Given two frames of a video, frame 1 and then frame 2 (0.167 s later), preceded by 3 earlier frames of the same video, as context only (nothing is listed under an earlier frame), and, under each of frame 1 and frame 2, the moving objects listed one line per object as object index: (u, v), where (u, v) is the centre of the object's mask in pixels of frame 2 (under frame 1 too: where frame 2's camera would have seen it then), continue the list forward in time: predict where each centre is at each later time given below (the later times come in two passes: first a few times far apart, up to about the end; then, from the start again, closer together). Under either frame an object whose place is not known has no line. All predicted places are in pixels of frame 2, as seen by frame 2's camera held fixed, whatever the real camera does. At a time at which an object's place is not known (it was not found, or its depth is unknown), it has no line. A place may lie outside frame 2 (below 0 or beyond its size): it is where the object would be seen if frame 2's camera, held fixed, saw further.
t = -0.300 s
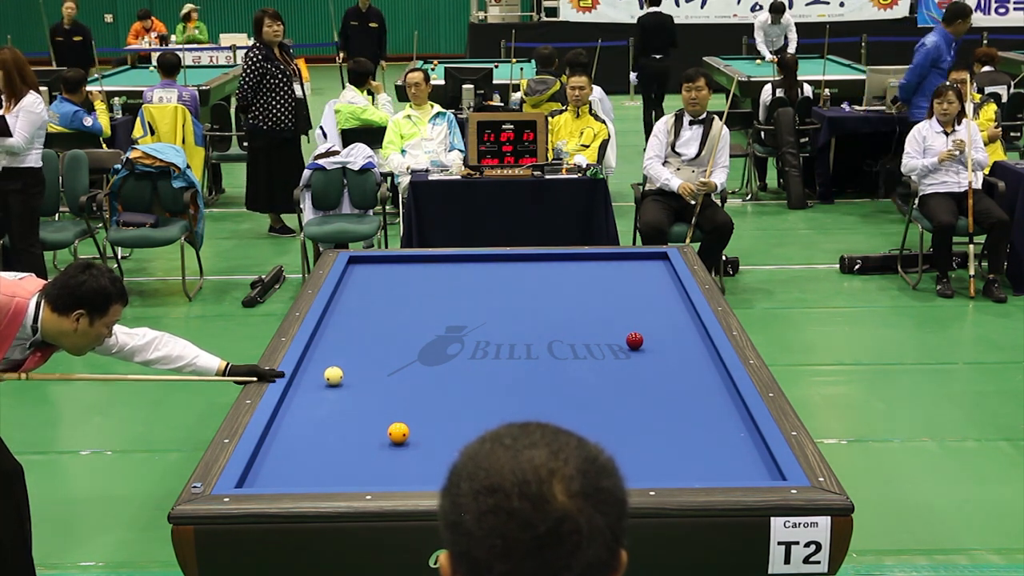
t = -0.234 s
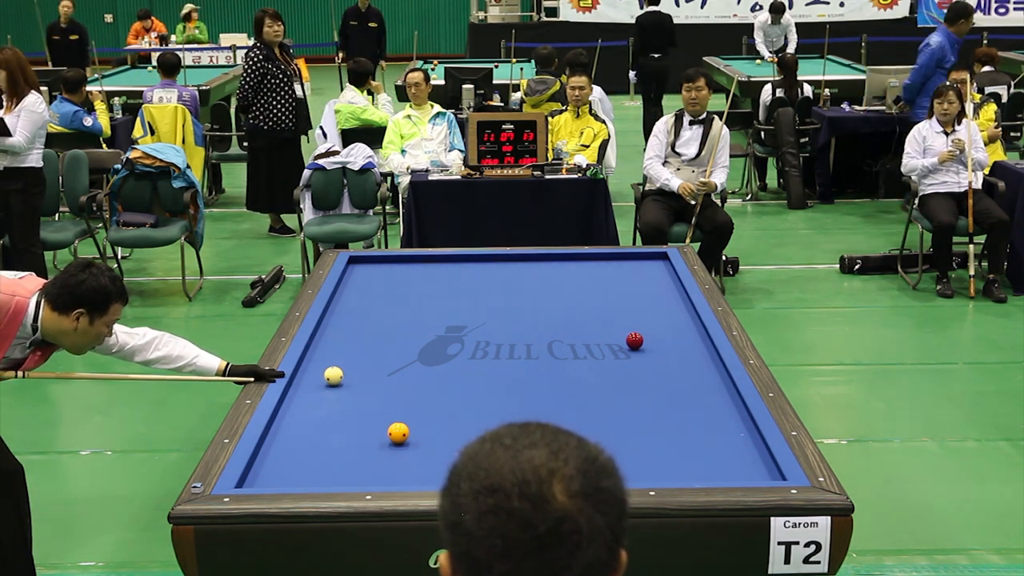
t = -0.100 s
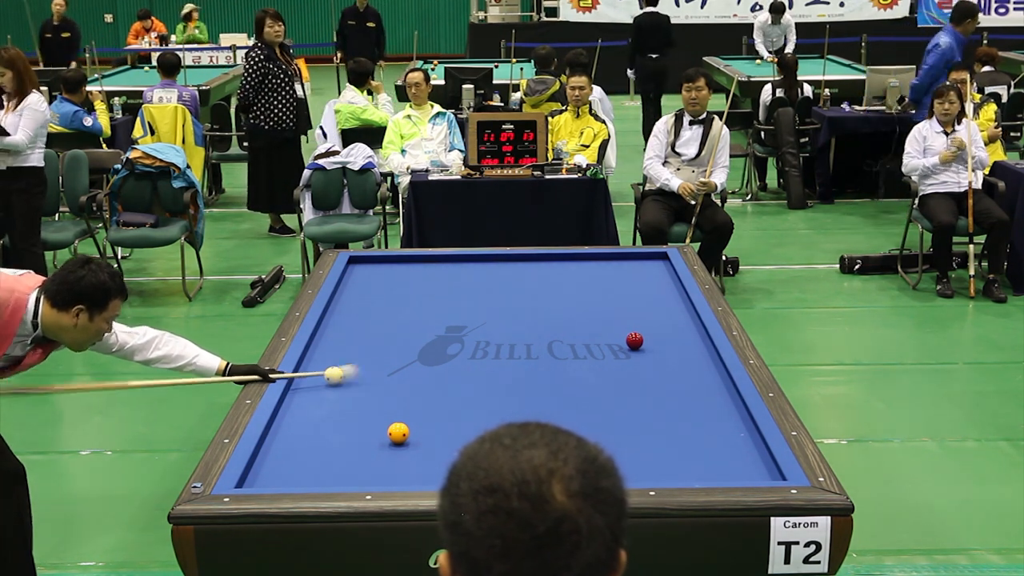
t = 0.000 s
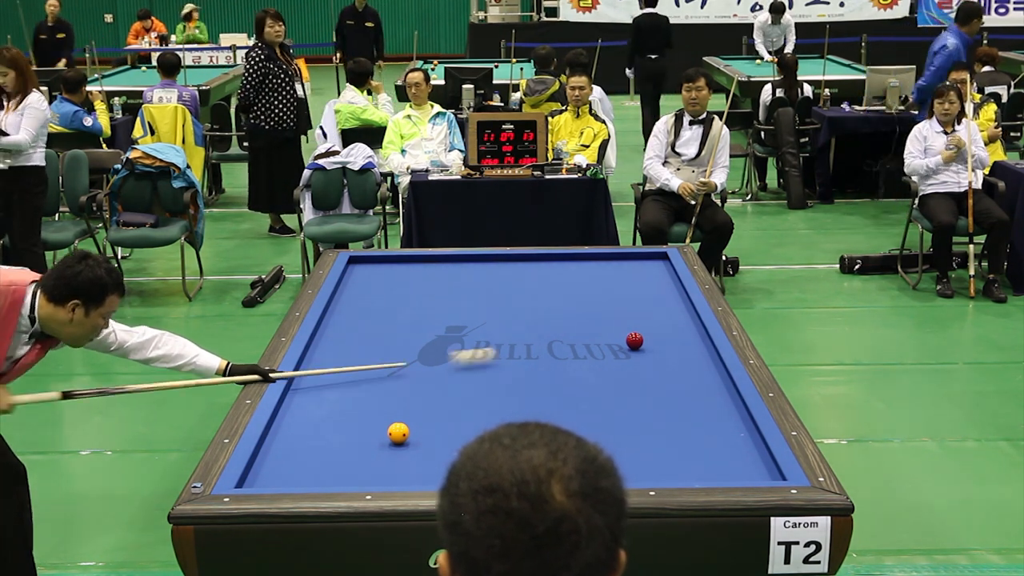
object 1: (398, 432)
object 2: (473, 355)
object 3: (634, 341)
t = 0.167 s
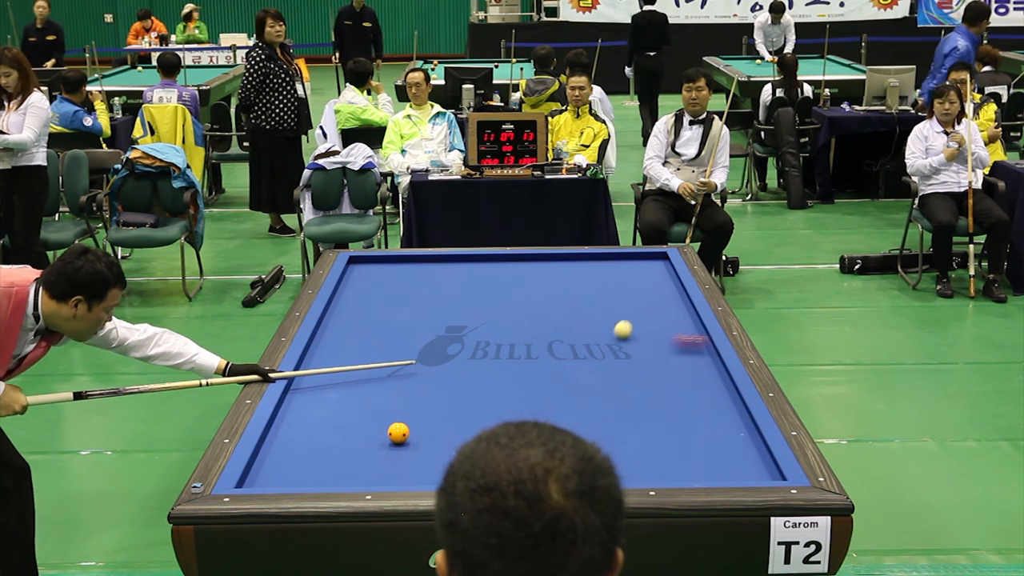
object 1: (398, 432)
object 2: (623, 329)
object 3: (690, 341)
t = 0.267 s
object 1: (398, 432)
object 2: (635, 312)
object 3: (644, 346)
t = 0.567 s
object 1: (398, 432)
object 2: (660, 271)
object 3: (425, 363)
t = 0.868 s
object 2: (597, 269)
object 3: (356, 372)
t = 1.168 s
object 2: (524, 297)
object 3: (483, 371)
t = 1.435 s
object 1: (398, 432)
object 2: (454, 319)
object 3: (576, 372)
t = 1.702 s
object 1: (398, 433)
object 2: (376, 344)
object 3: (667, 372)
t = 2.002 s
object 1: (398, 433)
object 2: (322, 376)
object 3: (683, 373)
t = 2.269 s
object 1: (398, 433)
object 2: (356, 405)
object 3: (630, 374)
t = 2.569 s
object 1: (426, 443)
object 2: (376, 433)
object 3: (573, 375)
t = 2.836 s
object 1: (477, 465)
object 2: (368, 448)
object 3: (524, 376)
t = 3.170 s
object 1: (533, 474)
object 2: (359, 469)
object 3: (463, 377)
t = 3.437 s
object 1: (565, 464)
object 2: (352, 480)
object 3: (416, 378)
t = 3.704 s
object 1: (594, 454)
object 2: (365, 475)
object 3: (370, 379)
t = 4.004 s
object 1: (625, 442)
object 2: (380, 467)
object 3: (320, 380)
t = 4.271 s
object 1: (650, 432)
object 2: (391, 460)
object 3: (311, 380)
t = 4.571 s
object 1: (676, 422)
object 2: (403, 453)
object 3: (339, 380)
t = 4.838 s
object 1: (698, 414)
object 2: (413, 447)
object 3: (363, 380)
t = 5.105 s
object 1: (719, 407)
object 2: (422, 442)
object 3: (386, 380)
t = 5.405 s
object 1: (730, 400)
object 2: (431, 436)
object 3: (411, 379)
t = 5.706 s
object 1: (713, 394)
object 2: (440, 431)
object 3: (435, 378)
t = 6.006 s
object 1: (697, 389)
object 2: (448, 427)
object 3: (457, 378)
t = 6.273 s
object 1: (685, 386)
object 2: (454, 423)
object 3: (475, 378)
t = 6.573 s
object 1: (671, 381)
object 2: (460, 419)
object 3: (495, 378)
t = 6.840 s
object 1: (661, 378)
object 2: (465, 417)
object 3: (511, 378)
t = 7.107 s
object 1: (651, 375)
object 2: (469, 414)
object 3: (526, 378)
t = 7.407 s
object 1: (640, 372)
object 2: (474, 412)
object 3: (542, 378)
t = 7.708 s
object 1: (631, 369)
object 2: (477, 410)
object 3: (556, 378)
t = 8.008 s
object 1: (623, 366)
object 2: (480, 408)
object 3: (570, 378)
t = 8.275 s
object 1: (616, 364)
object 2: (482, 407)
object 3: (581, 378)
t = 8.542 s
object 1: (610, 363)
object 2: (483, 406)
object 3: (590, 378)
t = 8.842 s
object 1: (604, 360)
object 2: (483, 406)
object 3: (600, 377)
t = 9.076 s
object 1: (600, 359)
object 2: (483, 406)
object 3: (606, 377)
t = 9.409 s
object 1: (596, 358)
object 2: (484, 405)
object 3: (614, 377)
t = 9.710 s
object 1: (593, 357)
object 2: (484, 405)
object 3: (619, 378)
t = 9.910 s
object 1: (591, 357)
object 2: (484, 405)
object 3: (622, 377)
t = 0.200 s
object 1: (398, 433)
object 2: (627, 323)
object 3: (698, 342)
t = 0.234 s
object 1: (398, 432)
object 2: (631, 317)
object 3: (670, 345)
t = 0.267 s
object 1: (398, 432)
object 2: (635, 312)
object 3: (644, 346)
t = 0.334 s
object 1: (398, 432)
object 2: (644, 302)
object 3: (592, 351)
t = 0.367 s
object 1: (398, 432)
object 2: (649, 297)
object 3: (566, 353)
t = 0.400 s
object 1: (398, 432)
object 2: (654, 292)
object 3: (542, 355)
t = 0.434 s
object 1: (398, 432)
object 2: (660, 288)
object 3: (517, 356)
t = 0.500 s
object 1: (398, 432)
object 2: (670, 280)
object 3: (470, 359)
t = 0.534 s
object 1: (398, 432)
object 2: (668, 275)
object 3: (447, 361)
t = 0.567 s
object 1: (398, 432)
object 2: (660, 271)
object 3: (425, 363)
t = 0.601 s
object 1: (397, 431)
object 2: (653, 267)
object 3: (401, 364)
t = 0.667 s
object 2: (639, 259)
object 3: (359, 367)
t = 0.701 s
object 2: (633, 256)
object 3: (337, 369)
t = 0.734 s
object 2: (627, 255)
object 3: (316, 371)
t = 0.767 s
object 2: (620, 259)
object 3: (304, 372)
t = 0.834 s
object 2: (605, 265)
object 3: (339, 371)
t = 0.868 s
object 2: (597, 269)
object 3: (356, 372)
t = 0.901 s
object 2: (589, 272)
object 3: (372, 372)
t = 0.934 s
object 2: (581, 275)
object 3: (388, 372)
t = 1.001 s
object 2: (565, 282)
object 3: (419, 371)
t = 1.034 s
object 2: (557, 285)
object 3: (432, 371)
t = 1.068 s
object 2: (549, 288)
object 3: (446, 371)
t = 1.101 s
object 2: (540, 291)
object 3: (459, 371)
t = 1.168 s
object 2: (524, 297)
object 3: (483, 371)
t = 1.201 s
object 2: (515, 299)
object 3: (494, 371)
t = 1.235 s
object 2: (507, 302)
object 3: (506, 371)
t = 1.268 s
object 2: (498, 305)
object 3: (517, 372)
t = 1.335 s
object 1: (404, 433)
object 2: (481, 310)
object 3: (541, 372)
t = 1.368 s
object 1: (401, 433)
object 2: (472, 313)
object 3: (552, 372)
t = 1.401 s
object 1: (399, 433)
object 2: (463, 316)
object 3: (564, 372)
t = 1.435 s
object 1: (398, 432)
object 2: (454, 319)
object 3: (576, 372)
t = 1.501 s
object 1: (398, 432)
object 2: (435, 325)
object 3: (598, 372)
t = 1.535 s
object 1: (398, 433)
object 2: (426, 328)
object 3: (610, 372)
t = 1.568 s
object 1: (398, 432)
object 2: (416, 331)
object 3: (621, 372)
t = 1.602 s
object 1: (398, 433)
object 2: (406, 334)
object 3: (633, 372)
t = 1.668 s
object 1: (398, 433)
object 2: (387, 340)
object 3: (656, 372)
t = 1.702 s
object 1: (398, 433)
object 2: (376, 344)
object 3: (667, 372)
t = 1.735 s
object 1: (398, 433)
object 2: (366, 347)
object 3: (679, 372)
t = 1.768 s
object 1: (398, 433)
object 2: (356, 350)
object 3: (690, 373)
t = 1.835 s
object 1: (398, 433)
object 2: (340, 352)
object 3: (713, 372)
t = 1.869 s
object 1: (398, 433)
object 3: (718, 373)
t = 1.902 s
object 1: (398, 433)
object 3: (708, 373)
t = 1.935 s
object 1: (398, 432)
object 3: (699, 373)
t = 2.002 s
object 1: (398, 433)
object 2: (322, 376)
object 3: (683, 373)
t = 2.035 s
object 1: (398, 433)
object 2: (323, 379)
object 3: (676, 374)
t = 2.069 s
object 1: (398, 433)
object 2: (328, 382)
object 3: (669, 374)
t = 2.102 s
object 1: (398, 433)
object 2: (333, 385)
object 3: (663, 374)
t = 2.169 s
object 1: (398, 433)
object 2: (342, 393)
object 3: (650, 374)
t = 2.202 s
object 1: (398, 433)
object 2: (346, 397)
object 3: (643, 374)
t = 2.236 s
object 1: (398, 433)
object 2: (351, 400)
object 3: (637, 374)
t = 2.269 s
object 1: (398, 433)
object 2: (356, 405)
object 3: (630, 374)
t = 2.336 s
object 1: (398, 432)
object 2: (366, 413)
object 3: (618, 374)
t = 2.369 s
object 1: (398, 433)
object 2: (371, 417)
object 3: (611, 374)
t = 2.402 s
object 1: (398, 433)
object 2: (376, 421)
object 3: (605, 374)
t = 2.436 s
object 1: (398, 433)
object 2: (380, 425)
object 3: (599, 375)
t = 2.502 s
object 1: (410, 437)
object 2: (380, 430)
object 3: (586, 375)
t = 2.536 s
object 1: (418, 441)
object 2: (378, 431)
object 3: (579, 375)
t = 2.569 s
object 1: (426, 443)
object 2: (376, 433)
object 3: (573, 375)
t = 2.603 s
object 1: (433, 446)
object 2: (375, 435)
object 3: (567, 375)
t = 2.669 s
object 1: (446, 452)
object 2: (373, 438)
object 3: (555, 375)
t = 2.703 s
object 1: (452, 455)
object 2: (372, 440)
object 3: (548, 376)
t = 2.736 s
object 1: (458, 457)
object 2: (371, 442)
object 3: (542, 376)
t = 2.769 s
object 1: (464, 460)
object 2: (370, 444)
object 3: (536, 376)
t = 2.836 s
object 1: (477, 465)
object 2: (368, 448)
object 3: (524, 376)
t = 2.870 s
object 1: (483, 468)
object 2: (367, 450)
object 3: (517, 376)
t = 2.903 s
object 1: (489, 470)
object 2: (366, 452)
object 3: (512, 376)
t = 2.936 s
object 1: (496, 472)
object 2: (365, 454)
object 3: (505, 376)
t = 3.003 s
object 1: (509, 476)
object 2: (363, 458)
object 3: (494, 376)
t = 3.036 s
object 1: (515, 477)
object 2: (362, 460)
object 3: (487, 376)
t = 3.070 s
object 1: (522, 478)
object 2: (362, 462)
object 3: (482, 377)
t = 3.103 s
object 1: (525, 477)
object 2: (360, 464)
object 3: (476, 377)
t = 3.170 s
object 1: (533, 474)
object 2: (359, 469)
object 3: (463, 377)
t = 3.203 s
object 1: (537, 473)
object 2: (358, 471)
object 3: (457, 377)
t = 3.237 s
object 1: (541, 472)
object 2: (357, 473)
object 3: (452, 377)
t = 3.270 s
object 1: (546, 471)
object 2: (356, 474)
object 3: (446, 377)
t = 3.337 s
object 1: (553, 468)
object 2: (354, 477)
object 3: (434, 377)
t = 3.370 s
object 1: (557, 467)
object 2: (353, 478)
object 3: (428, 377)
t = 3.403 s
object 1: (561, 466)
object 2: (352, 480)
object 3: (422, 378)
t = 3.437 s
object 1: (565, 464)
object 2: (352, 480)
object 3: (416, 378)
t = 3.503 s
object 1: (572, 461)
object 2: (355, 479)
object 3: (405, 378)
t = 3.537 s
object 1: (576, 460)
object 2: (357, 478)
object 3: (399, 378)
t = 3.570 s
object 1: (580, 459)
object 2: (359, 478)
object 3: (394, 379)
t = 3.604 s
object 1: (583, 457)
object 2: (360, 477)
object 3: (388, 378)
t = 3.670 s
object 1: (590, 455)
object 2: (364, 476)
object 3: (376, 378)
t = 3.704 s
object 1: (594, 454)
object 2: (365, 475)
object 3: (370, 379)
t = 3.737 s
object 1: (598, 452)
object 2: (367, 474)
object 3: (365, 379)
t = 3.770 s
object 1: (601, 451)
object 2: (369, 474)
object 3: (359, 379)
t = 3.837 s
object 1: (608, 448)
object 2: (372, 472)
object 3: (348, 379)
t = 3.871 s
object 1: (611, 447)
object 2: (374, 471)
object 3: (342, 379)
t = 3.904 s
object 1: (615, 446)
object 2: (375, 470)
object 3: (337, 379)
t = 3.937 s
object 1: (618, 445)
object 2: (377, 469)
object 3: (331, 380)
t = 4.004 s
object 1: (625, 442)
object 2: (380, 467)
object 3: (320, 380)
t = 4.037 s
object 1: (628, 440)
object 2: (381, 466)
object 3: (314, 380)
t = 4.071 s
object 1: (631, 439)
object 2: (382, 465)
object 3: (309, 380)
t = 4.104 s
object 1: (634, 438)
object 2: (384, 464)
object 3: (303, 380)
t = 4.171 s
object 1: (641, 436)
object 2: (387, 462)
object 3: (300, 380)
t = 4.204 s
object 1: (644, 435)
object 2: (388, 462)
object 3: (304, 380)
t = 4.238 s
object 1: (647, 434)
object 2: (390, 461)
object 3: (308, 380)
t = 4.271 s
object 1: (650, 432)
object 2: (391, 460)
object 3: (311, 380)
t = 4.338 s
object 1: (656, 430)
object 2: (394, 458)
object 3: (317, 380)
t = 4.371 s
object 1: (659, 429)
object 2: (395, 457)
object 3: (320, 380)
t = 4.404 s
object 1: (662, 428)
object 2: (397, 457)
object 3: (324, 380)
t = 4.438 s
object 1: (665, 427)
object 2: (398, 456)
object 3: (327, 380)
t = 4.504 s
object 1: (671, 424)
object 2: (400, 454)
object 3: (333, 380)
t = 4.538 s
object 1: (674, 424)
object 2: (402, 454)
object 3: (336, 380)
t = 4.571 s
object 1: (676, 422)
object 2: (403, 453)
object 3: (339, 380)
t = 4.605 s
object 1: (679, 422)
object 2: (404, 452)
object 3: (342, 380)
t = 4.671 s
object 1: (685, 419)
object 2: (407, 450)
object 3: (348, 379)
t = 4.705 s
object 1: (688, 419)
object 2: (408, 450)
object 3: (352, 380)
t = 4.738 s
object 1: (690, 418)
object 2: (409, 449)
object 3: (355, 379)
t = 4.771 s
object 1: (693, 417)
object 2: (410, 448)
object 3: (358, 380)
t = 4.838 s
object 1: (698, 414)
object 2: (413, 447)
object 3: (363, 380)
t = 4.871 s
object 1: (701, 414)
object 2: (414, 446)
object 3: (366, 380)
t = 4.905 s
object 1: (704, 413)
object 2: (415, 446)
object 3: (369, 379)
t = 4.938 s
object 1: (706, 412)
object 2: (416, 445)
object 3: (372, 379)
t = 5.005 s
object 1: (711, 410)
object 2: (419, 444)
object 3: (378, 379)
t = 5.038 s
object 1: (714, 409)
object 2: (420, 443)
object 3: (381, 380)
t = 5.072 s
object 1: (716, 408)
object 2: (421, 442)
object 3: (384, 379)
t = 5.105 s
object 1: (719, 407)
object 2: (422, 442)
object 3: (386, 380)
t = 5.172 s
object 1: (724, 405)
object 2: (424, 441)
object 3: (392, 379)
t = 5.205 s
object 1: (726, 404)
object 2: (425, 440)
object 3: (395, 379)
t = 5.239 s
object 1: (728, 404)
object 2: (426, 439)
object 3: (398, 379)
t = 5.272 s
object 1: (731, 403)
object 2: (427, 438)
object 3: (400, 379)
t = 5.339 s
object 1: (733, 401)
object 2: (430, 437)
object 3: (406, 379)
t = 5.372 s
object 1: (731, 400)
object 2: (430, 437)
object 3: (408, 379)
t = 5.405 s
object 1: (730, 400)
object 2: (431, 436)
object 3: (411, 379)
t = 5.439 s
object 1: (728, 399)
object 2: (432, 436)
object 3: (414, 379)
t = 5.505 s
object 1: (724, 398)
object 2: (434, 434)
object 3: (419, 378)
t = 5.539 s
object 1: (722, 397)
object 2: (436, 434)
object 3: (422, 378)
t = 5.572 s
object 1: (720, 396)
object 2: (436, 433)
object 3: (424, 378)
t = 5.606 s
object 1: (718, 396)
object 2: (437, 433)
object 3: (427, 379)
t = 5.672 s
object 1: (715, 395)
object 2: (439, 432)
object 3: (432, 378)
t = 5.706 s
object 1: (713, 394)
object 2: (440, 431)
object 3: (435, 378)
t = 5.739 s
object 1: (711, 394)
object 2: (441, 431)
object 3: (437, 378)
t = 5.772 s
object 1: (709, 393)
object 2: (442, 430)
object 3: (439, 378)
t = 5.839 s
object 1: (706, 392)
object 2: (444, 429)
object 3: (445, 378)
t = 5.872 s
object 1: (704, 392)
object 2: (444, 429)
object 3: (447, 378)
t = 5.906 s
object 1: (702, 391)
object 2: (445, 428)
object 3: (449, 378)
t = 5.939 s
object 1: (701, 390)
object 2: (446, 428)
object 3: (452, 378)
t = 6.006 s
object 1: (697, 389)
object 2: (448, 427)
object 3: (457, 378)
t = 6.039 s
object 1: (696, 389)
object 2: (448, 426)
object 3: (459, 378)
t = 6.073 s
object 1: (694, 388)
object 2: (449, 426)
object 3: (461, 378)
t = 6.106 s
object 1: (693, 388)
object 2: (450, 425)
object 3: (464, 378)
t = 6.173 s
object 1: (689, 387)
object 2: (452, 424)
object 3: (468, 378)
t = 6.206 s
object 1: (688, 386)
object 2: (452, 424)
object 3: (471, 378)
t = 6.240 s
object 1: (686, 386)
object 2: (453, 423)
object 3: (473, 378)
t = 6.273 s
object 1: (685, 386)
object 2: (454, 423)
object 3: (475, 378)
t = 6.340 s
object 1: (681, 384)
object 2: (455, 422)
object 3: (479, 378)
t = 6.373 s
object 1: (680, 384)
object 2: (456, 422)
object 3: (482, 378)
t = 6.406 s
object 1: (678, 384)
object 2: (457, 421)
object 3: (484, 378)
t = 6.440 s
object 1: (677, 383)
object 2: (457, 421)
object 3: (486, 378)
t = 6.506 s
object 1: (674, 382)
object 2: (459, 420)
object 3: (491, 378)
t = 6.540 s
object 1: (673, 382)
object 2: (460, 420)
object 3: (493, 378)
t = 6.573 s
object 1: (671, 381)
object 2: (460, 419)
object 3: (495, 378)
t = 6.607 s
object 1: (670, 381)
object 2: (461, 419)
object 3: (497, 378)
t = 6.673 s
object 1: (667, 380)
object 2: (462, 418)
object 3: (501, 378)
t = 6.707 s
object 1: (666, 380)
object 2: (462, 418)
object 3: (503, 378)
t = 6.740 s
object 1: (664, 379)
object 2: (463, 417)
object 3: (505, 378)
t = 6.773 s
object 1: (663, 379)
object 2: (464, 417)
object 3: (507, 378)
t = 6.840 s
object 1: (661, 378)
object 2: (465, 417)
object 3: (511, 378)
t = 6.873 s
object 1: (659, 377)
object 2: (466, 416)
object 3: (513, 378)
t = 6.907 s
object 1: (658, 377)
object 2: (466, 416)
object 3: (515, 378)
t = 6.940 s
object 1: (656, 377)
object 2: (466, 415)
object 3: (517, 378)
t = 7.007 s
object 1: (654, 376)
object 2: (468, 415)
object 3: (521, 378)
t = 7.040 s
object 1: (653, 376)
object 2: (468, 415)
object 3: (522, 378)
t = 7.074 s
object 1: (652, 375)
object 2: (469, 414)
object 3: (524, 378)
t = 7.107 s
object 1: (651, 375)
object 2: (469, 414)
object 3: (526, 378)
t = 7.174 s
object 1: (648, 374)
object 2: (470, 414)
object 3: (530, 378)
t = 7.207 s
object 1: (647, 374)
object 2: (471, 413)
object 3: (532, 378)
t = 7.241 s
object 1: (646, 373)
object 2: (471, 413)
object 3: (534, 378)
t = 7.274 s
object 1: (645, 373)
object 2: (472, 413)
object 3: (535, 378)
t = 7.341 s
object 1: (642, 373)
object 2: (472, 412)
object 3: (539, 378)
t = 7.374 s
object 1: (641, 372)
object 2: (473, 412)
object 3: (540, 378)
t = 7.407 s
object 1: (640, 372)
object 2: (474, 412)
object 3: (542, 378)
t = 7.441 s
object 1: (639, 372)
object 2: (474, 411)
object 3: (544, 378)
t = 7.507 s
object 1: (637, 371)
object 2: (475, 411)
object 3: (547, 378)
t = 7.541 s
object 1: (636, 370)
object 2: (475, 411)
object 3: (549, 378)
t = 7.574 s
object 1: (635, 370)
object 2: (476, 411)
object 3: (550, 378)
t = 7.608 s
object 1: (634, 370)
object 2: (476, 410)
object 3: (552, 378)
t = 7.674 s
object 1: (632, 369)
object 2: (477, 410)
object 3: (555, 378)
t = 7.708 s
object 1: (631, 369)
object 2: (477, 410)
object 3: (556, 378)
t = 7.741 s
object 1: (630, 369)
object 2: (477, 410)
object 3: (558, 378)
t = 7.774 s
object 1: (629, 368)
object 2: (478, 409)
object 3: (560, 378)
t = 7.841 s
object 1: (627, 368)
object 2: (479, 409)
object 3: (563, 378)
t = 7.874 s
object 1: (626, 368)
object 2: (479, 409)
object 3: (564, 378)
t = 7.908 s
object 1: (625, 367)
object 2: (479, 409)
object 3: (565, 378)
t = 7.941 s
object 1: (625, 367)
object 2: (479, 408)
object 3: (567, 378)
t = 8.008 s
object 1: (623, 366)
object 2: (480, 408)
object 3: (570, 378)
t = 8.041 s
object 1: (622, 366)
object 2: (480, 408)
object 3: (571, 378)
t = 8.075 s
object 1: (621, 366)
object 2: (481, 408)
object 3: (573, 378)
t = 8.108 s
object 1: (620, 365)
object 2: (481, 408)
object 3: (574, 378)
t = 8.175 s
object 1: (619, 365)
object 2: (481, 407)
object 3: (577, 378)
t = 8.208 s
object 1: (618, 365)
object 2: (481, 408)
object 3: (578, 378)
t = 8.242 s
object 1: (617, 365)
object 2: (481, 407)
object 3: (579, 378)
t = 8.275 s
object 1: (616, 364)
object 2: (482, 407)
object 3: (581, 378)
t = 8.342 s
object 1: (615, 364)
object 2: (482, 407)
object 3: (583, 378)
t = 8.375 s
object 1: (614, 364)
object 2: (482, 407)
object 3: (584, 378)
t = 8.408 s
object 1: (613, 364)
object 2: (482, 406)
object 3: (585, 378)
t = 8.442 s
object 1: (613, 363)
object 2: (482, 407)
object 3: (587, 378)
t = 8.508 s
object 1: (611, 363)
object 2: (483, 406)
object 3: (589, 378)
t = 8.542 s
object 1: (610, 363)
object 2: (483, 406)
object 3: (590, 378)
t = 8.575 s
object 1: (610, 363)
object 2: (482, 406)
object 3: (591, 378)
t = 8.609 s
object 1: (609, 362)
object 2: (483, 406)
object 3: (592, 378)
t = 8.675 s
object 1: (608, 362)
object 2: (483, 406)
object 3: (595, 378)
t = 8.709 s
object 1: (607, 362)
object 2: (483, 406)
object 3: (595, 378)
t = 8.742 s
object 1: (607, 361)
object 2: (483, 406)
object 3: (596, 378)
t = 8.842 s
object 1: (604, 360)
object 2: (483, 406)
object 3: (600, 377)
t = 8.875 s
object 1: (604, 360)
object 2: (483, 406)
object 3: (601, 377)
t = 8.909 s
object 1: (604, 360)
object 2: (483, 406)
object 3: (602, 377)
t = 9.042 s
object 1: (601, 359)
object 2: (483, 406)
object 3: (605, 377)
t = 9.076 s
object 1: (600, 359)
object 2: (483, 406)
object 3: (606, 377)
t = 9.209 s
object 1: (598, 359)
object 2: (484, 405)
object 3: (609, 377)
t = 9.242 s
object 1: (598, 359)
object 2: (484, 405)
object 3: (610, 377)
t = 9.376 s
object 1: (596, 358)
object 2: (484, 405)
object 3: (613, 378)
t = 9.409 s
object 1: (596, 358)
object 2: (484, 405)
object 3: (614, 377)
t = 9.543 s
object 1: (594, 358)
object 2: (484, 405)
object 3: (616, 378)
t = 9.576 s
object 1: (594, 358)
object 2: (484, 405)
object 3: (617, 378)
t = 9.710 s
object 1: (593, 357)
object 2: (484, 405)
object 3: (619, 378)
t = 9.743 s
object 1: (592, 357)
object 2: (484, 405)
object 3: (620, 378)
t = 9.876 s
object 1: (592, 357)
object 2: (484, 405)
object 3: (622, 377)
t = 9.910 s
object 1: (591, 357)
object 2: (484, 405)
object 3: (622, 377)
